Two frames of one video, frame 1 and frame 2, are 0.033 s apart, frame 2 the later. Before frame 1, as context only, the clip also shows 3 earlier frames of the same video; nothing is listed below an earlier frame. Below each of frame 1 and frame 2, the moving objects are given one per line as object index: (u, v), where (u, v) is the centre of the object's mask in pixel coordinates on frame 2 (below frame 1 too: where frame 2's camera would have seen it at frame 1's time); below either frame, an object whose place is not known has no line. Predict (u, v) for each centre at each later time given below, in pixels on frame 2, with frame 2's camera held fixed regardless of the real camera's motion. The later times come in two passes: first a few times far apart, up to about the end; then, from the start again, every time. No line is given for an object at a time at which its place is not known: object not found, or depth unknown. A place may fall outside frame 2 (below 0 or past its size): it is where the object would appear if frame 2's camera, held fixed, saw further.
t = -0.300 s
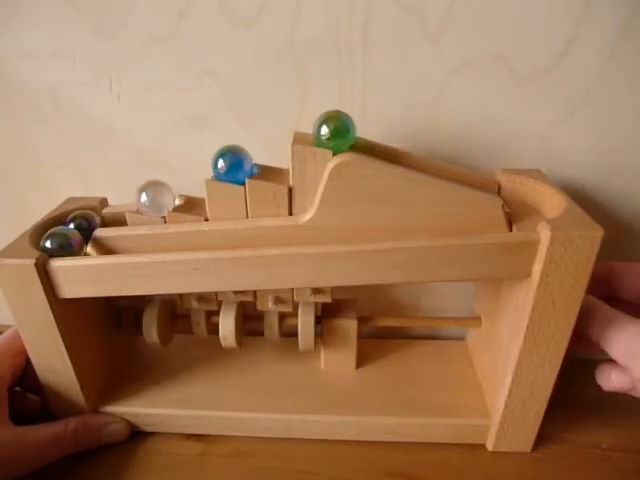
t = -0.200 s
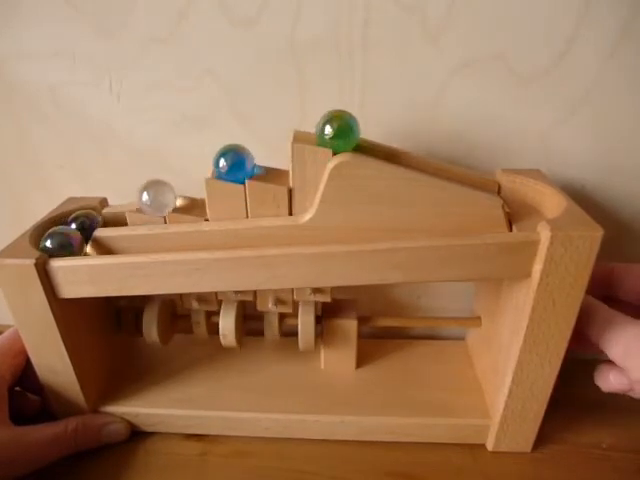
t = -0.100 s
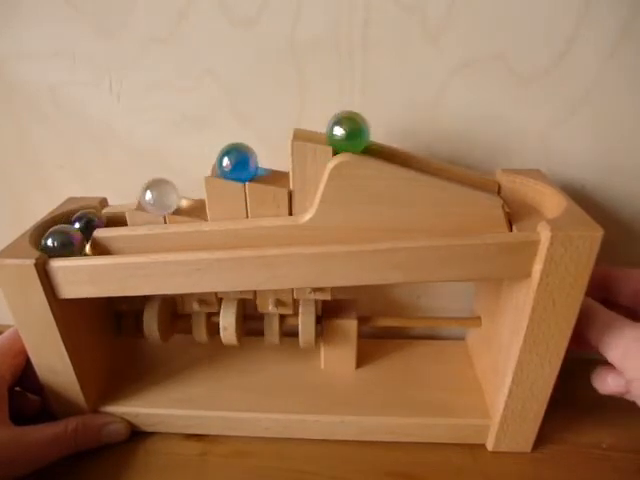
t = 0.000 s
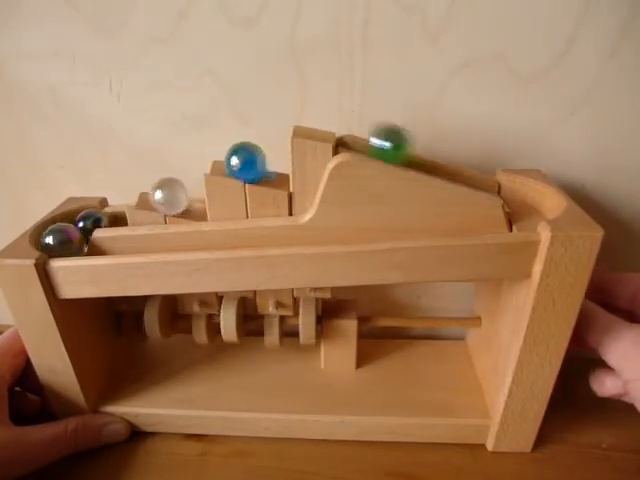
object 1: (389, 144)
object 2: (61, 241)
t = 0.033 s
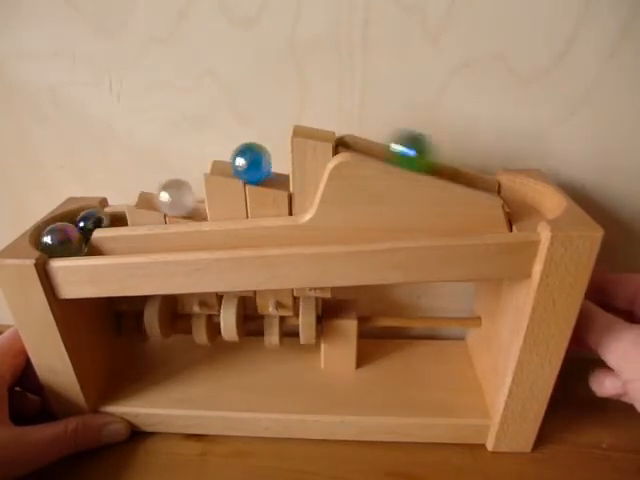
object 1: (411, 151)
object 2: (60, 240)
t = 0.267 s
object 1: (494, 220)
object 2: (70, 231)
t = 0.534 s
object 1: (338, 229)
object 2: (77, 228)
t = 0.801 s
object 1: (130, 243)
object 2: (76, 230)
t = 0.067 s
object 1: (438, 159)
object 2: (60, 240)
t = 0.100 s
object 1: (470, 170)
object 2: (60, 240)
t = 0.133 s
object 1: (504, 182)
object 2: (60, 240)
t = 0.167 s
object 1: (529, 198)
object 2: (61, 239)
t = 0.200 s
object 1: (532, 210)
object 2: (63, 239)
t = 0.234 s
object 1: (516, 217)
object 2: (64, 238)
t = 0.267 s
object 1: (494, 220)
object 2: (70, 231)
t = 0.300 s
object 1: (479, 221)
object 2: (75, 229)
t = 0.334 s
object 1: (458, 222)
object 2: (77, 228)
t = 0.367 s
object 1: (439, 223)
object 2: (77, 228)
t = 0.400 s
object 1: (420, 224)
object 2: (77, 228)
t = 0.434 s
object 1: (402, 225)
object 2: (77, 228)
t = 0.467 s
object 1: (380, 226)
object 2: (77, 228)
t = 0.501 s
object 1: (358, 228)
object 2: (77, 228)
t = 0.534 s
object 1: (338, 229)
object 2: (77, 228)
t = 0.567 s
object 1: (314, 231)
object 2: (77, 228)
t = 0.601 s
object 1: (291, 233)
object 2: (77, 228)
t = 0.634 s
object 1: (265, 235)
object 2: (77, 228)
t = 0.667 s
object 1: (240, 237)
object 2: (77, 228)
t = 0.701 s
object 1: (213, 238)
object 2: (77, 228)
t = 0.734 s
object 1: (183, 240)
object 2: (77, 228)
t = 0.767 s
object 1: (160, 242)
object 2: (77, 228)
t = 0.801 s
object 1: (130, 243)
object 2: (76, 230)
